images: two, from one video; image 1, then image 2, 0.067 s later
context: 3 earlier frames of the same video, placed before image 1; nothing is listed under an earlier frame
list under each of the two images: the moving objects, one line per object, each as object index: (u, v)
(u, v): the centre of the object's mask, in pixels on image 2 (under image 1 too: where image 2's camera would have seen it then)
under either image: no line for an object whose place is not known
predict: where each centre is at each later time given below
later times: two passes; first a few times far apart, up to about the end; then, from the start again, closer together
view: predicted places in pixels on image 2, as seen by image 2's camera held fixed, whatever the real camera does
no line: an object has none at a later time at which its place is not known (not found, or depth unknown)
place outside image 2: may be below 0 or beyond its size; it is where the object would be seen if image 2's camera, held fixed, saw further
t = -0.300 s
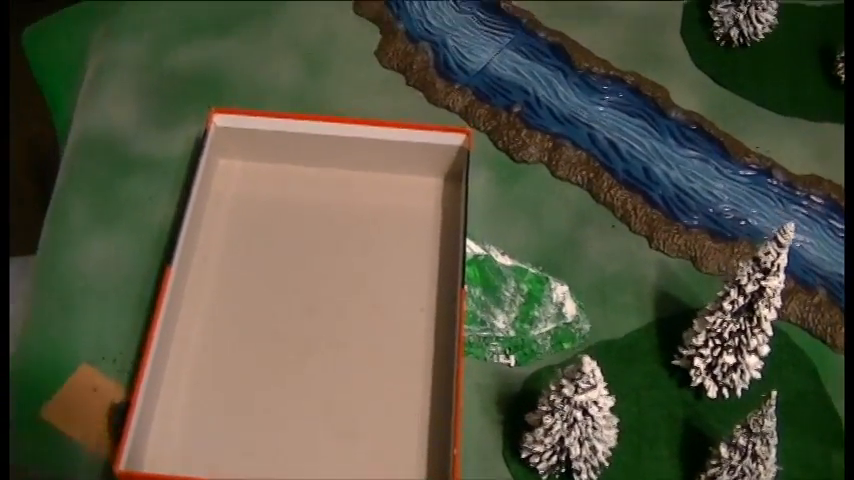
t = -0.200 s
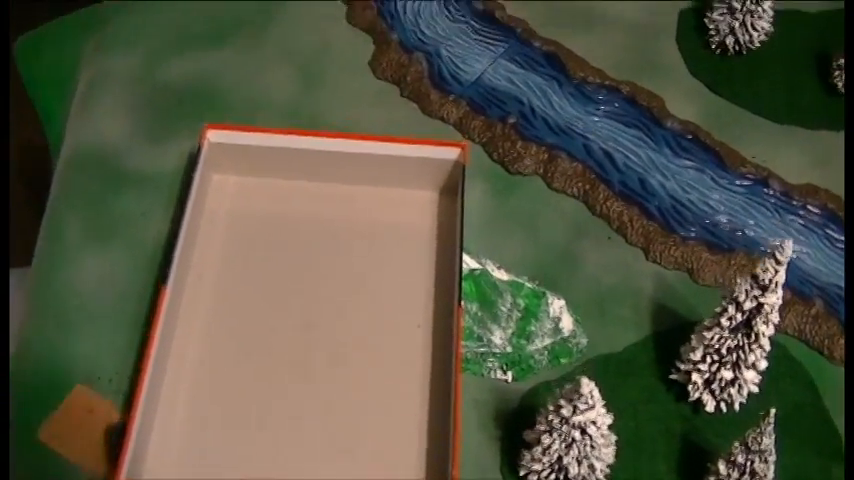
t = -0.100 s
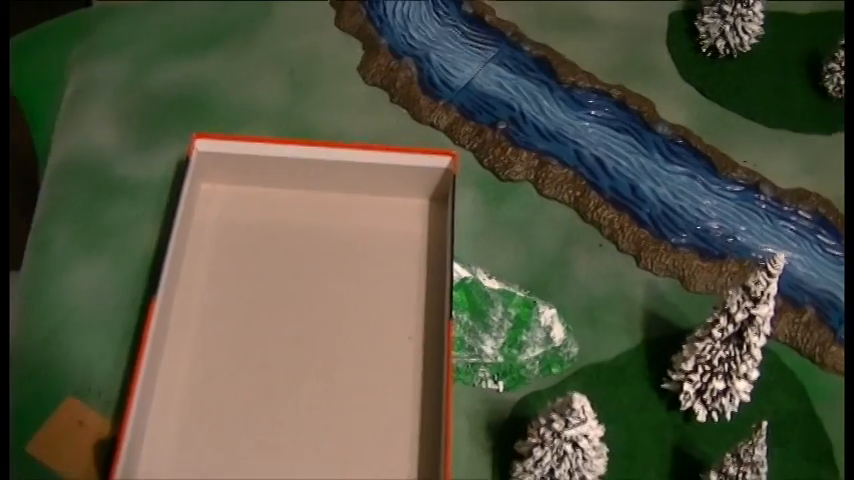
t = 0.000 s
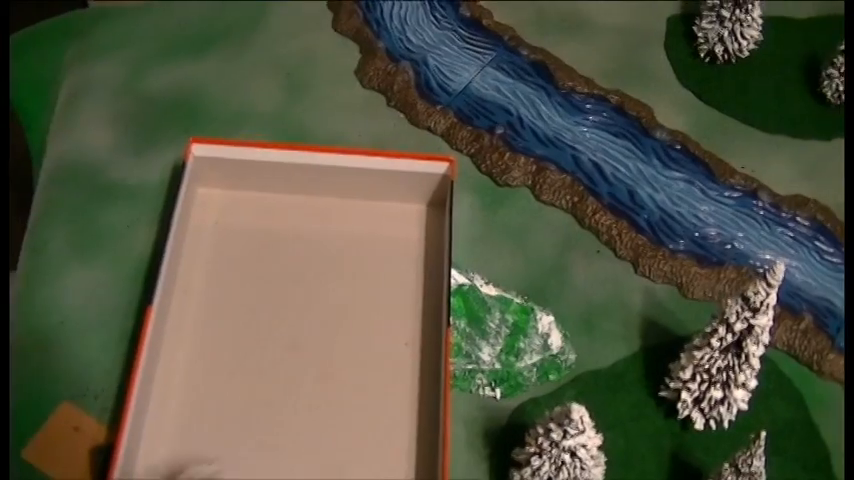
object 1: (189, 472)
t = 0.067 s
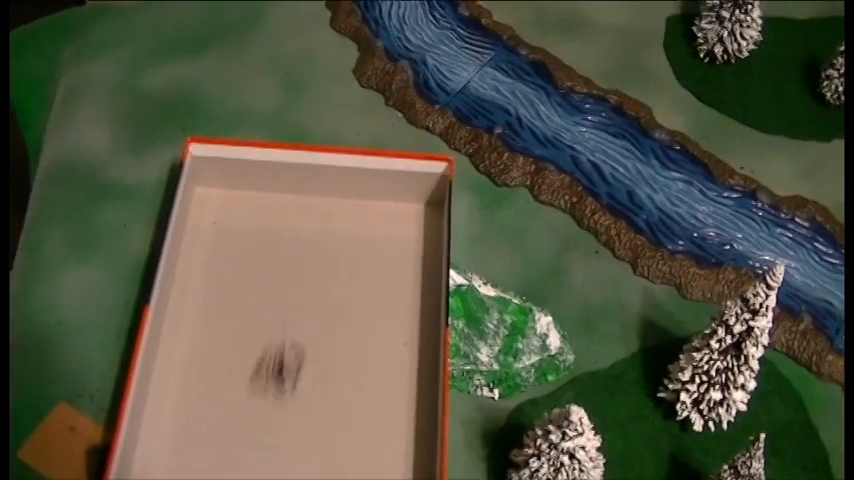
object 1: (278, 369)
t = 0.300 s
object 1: (355, 220)
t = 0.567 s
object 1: (378, 223)
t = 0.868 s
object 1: (378, 222)
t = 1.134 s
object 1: (377, 223)
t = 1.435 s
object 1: (379, 226)
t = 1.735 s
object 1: (379, 228)
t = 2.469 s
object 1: (386, 232)
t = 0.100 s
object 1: (302, 301)
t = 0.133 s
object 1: (328, 248)
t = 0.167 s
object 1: (353, 206)
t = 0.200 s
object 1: (357, 199)
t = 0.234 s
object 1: (355, 207)
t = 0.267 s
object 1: (355, 216)
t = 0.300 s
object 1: (355, 220)
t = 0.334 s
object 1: (357, 224)
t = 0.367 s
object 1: (357, 225)
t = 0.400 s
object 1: (361, 227)
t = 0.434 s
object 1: (365, 227)
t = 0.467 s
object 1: (370, 228)
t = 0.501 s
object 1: (375, 226)
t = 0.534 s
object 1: (377, 225)
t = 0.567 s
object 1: (378, 223)
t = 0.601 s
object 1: (378, 223)
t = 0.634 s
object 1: (378, 222)
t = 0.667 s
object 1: (378, 222)
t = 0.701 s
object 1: (378, 222)
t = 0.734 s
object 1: (378, 222)
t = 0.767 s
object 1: (378, 222)
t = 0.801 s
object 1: (378, 222)
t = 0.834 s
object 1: (378, 222)
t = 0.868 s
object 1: (378, 222)
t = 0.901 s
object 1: (378, 222)
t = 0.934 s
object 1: (377, 222)
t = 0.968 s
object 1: (377, 223)
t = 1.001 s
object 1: (377, 223)
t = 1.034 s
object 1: (377, 223)
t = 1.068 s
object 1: (377, 222)
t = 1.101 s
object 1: (377, 222)
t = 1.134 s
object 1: (377, 223)
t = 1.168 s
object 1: (378, 223)
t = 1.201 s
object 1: (378, 223)
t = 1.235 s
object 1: (378, 224)
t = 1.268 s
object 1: (378, 224)
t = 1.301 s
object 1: (378, 224)
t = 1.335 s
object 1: (378, 224)
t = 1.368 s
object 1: (378, 225)
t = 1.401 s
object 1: (379, 225)
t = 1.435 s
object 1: (379, 226)
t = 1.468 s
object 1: (378, 226)
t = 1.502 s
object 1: (378, 228)
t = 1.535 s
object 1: (378, 228)
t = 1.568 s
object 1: (378, 228)
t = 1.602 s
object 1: (378, 228)
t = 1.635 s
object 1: (378, 228)
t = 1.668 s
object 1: (378, 228)
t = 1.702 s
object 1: (378, 229)
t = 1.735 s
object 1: (379, 228)
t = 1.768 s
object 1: (379, 229)
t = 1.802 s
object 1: (380, 230)
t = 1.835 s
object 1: (380, 231)
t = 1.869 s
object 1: (380, 232)
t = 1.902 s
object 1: (381, 232)
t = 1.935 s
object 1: (381, 233)
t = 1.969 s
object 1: (383, 233)
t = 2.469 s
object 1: (386, 232)
